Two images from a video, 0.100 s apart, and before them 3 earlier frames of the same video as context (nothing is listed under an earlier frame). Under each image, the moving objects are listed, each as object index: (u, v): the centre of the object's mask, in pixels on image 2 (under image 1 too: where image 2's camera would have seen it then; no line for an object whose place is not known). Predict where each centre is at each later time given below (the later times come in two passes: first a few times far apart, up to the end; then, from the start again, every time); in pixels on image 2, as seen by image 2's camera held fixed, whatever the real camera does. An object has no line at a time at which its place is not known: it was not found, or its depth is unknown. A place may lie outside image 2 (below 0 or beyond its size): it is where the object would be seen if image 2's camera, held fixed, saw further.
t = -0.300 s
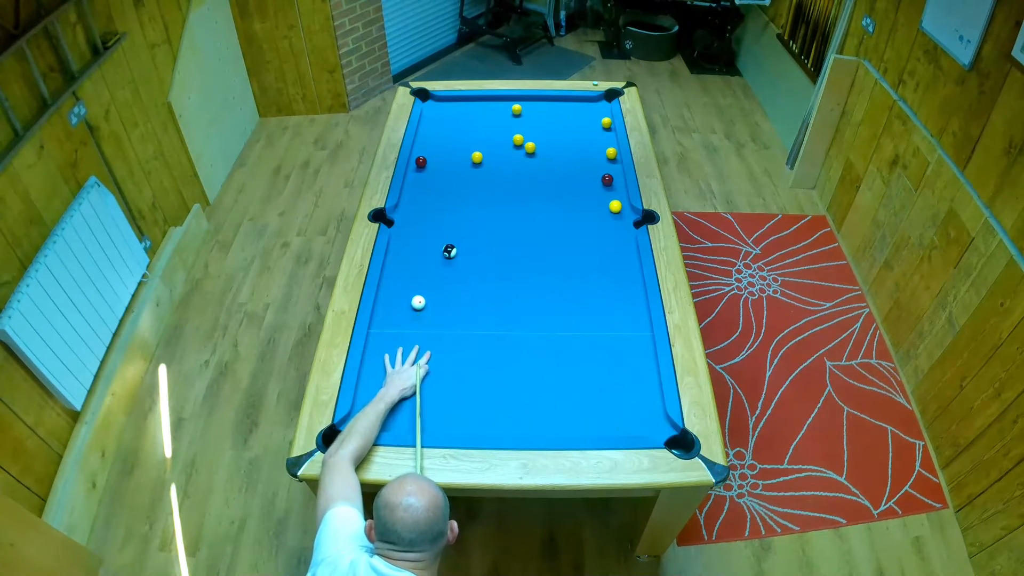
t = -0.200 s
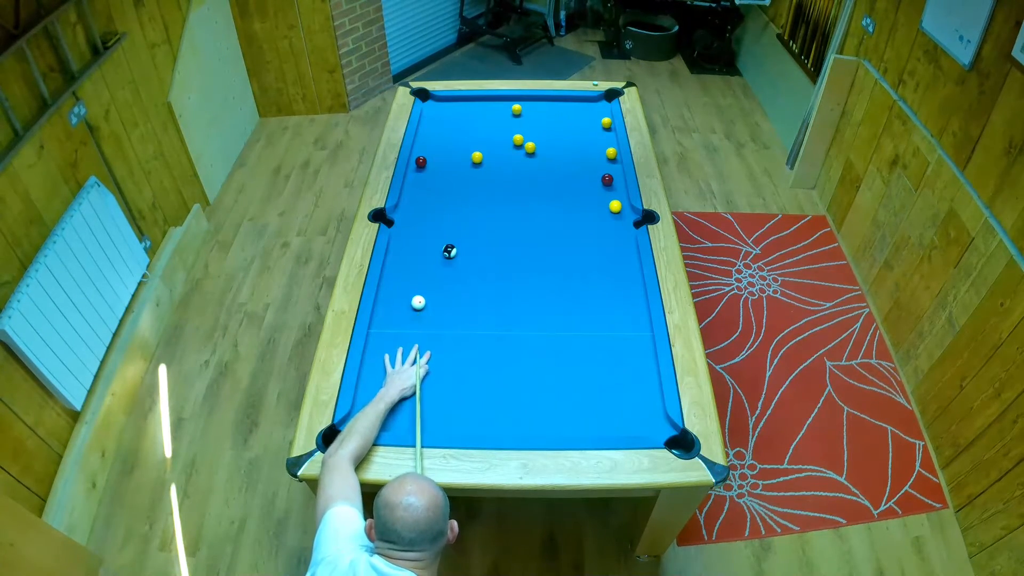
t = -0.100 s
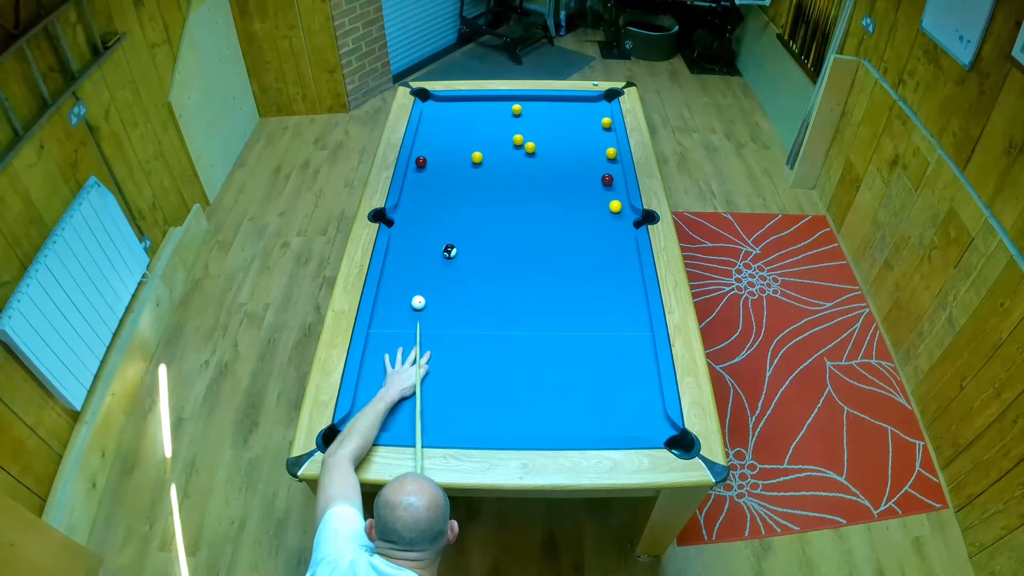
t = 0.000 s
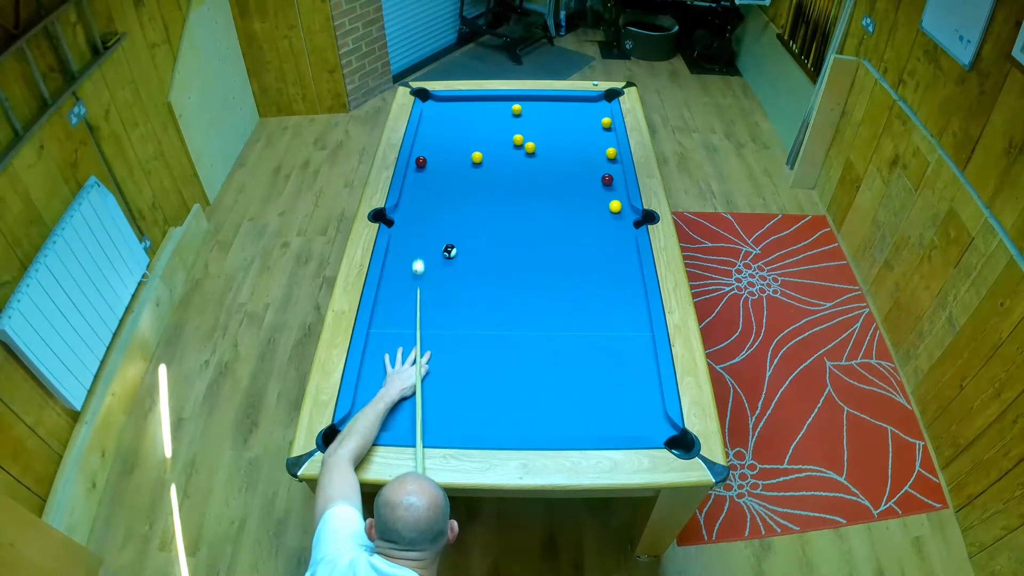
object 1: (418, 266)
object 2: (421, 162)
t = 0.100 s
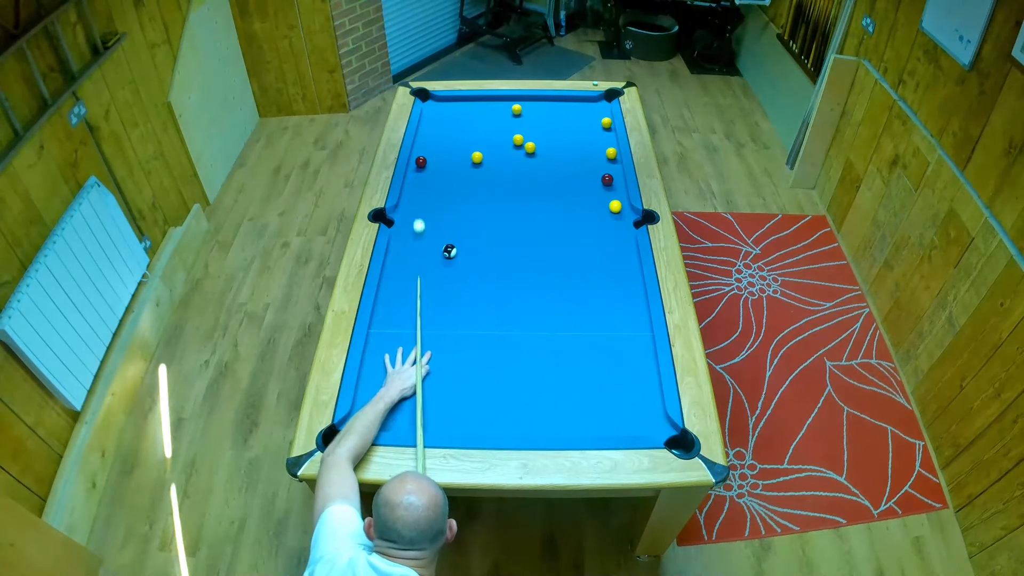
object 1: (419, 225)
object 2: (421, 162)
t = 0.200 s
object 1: (419, 193)
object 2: (421, 162)
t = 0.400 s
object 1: (417, 170)
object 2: (424, 143)
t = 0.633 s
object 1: (411, 171)
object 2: (429, 114)
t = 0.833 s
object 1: (412, 173)
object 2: (424, 98)
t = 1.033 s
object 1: (413, 174)
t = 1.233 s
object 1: (414, 174)
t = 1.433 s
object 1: (415, 174)
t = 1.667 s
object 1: (415, 174)
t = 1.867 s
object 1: (415, 174)
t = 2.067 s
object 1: (415, 174)
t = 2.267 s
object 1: (415, 174)
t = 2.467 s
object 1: (415, 174)
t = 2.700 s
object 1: (415, 174)
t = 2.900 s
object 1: (415, 174)
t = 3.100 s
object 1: (415, 174)
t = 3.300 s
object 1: (415, 174)
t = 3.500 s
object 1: (415, 174)
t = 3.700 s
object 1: (415, 174)
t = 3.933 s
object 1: (415, 174)
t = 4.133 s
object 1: (415, 174)
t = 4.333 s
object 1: (415, 174)
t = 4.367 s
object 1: (415, 174)
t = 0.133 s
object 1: (419, 214)
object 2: (421, 162)
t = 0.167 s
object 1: (419, 203)
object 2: (421, 162)
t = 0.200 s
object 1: (419, 193)
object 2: (421, 162)
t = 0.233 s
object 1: (419, 184)
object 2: (421, 162)
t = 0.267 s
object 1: (420, 175)
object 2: (421, 162)
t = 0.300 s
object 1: (420, 169)
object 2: (421, 160)
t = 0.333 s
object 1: (419, 169)
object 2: (422, 155)
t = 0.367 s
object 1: (418, 169)
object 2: (423, 149)
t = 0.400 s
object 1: (417, 170)
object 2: (424, 143)
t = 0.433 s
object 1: (416, 170)
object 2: (425, 138)
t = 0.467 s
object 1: (415, 170)
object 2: (426, 133)
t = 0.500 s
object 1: (414, 170)
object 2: (426, 129)
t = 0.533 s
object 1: (413, 171)
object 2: (427, 125)
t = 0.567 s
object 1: (413, 171)
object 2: (428, 121)
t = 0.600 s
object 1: (412, 171)
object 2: (428, 117)
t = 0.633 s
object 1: (411, 171)
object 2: (429, 114)
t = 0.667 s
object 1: (411, 172)
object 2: (430, 110)
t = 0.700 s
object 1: (411, 172)
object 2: (431, 107)
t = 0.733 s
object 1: (411, 172)
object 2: (431, 103)
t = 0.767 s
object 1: (411, 172)
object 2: (431, 99)
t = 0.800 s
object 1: (412, 173)
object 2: (430, 98)
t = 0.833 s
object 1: (412, 173)
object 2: (424, 98)
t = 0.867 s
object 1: (412, 173)
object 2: (424, 97)
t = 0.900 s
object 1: (412, 173)
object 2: (425, 97)
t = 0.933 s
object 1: (413, 173)
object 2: (425, 96)
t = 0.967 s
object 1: (413, 173)
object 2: (424, 97)
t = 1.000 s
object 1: (413, 173)
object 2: (423, 97)
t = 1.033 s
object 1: (413, 174)
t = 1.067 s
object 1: (414, 174)
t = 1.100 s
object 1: (414, 174)
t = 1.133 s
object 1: (414, 174)
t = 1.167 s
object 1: (414, 174)
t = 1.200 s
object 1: (414, 174)
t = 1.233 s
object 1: (414, 174)
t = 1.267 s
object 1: (414, 174)
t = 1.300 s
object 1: (414, 174)
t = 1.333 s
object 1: (415, 174)
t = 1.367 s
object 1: (415, 174)
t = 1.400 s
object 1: (415, 174)
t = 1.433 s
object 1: (415, 174)
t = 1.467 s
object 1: (415, 174)
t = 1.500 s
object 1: (415, 174)
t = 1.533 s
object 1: (415, 174)
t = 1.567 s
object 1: (415, 174)
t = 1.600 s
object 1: (415, 174)
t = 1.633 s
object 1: (415, 174)
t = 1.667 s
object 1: (415, 174)
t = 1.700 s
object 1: (415, 174)
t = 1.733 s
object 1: (415, 174)
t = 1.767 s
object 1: (415, 174)
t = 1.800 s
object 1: (415, 174)
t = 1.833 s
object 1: (415, 174)
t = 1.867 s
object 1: (415, 174)
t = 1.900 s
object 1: (415, 174)
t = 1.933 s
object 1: (415, 174)
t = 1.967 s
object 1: (415, 174)
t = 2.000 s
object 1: (415, 174)
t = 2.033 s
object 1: (415, 174)
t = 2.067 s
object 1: (415, 174)
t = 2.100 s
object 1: (415, 174)
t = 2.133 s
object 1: (415, 174)
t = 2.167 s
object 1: (415, 174)
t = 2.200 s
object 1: (415, 174)
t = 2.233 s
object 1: (415, 174)
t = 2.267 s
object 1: (415, 174)
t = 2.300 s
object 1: (415, 174)
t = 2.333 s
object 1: (415, 174)
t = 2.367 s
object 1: (415, 174)
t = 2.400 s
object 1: (415, 174)
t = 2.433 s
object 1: (415, 174)
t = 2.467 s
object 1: (415, 174)
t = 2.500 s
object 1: (415, 174)
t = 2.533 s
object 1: (415, 174)
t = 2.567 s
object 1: (415, 174)
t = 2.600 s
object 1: (415, 174)
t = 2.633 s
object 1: (415, 174)
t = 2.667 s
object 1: (415, 174)
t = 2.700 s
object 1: (415, 174)
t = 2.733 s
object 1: (415, 174)
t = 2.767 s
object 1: (415, 174)
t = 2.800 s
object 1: (415, 174)
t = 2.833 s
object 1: (415, 174)
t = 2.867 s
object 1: (415, 174)
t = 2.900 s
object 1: (415, 174)
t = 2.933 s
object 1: (415, 174)
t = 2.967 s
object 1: (415, 174)
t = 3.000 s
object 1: (415, 174)
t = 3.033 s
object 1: (415, 174)
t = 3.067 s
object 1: (415, 174)
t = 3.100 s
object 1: (415, 174)
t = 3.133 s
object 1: (415, 174)
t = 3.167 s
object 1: (415, 174)
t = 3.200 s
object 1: (415, 174)
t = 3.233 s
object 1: (415, 174)
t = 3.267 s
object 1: (415, 174)
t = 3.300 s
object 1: (415, 174)
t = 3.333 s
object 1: (415, 174)
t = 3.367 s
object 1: (415, 174)
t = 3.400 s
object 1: (415, 174)
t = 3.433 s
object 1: (415, 174)
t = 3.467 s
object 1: (415, 174)
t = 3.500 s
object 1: (415, 174)
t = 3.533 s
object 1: (415, 174)
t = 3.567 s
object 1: (415, 174)
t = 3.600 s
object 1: (415, 174)
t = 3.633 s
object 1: (415, 174)
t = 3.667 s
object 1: (415, 174)
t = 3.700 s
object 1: (415, 174)
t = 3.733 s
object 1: (415, 174)
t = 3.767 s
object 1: (415, 174)
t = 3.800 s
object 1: (415, 174)
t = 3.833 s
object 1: (415, 174)
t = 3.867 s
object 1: (415, 174)
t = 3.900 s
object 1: (415, 174)
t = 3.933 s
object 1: (415, 174)
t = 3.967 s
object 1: (415, 174)
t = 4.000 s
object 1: (415, 174)
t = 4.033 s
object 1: (415, 174)
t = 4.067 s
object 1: (415, 174)
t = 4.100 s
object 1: (415, 174)
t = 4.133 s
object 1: (415, 174)
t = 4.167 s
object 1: (415, 174)
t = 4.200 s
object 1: (415, 174)
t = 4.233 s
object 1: (415, 174)
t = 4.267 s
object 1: (415, 174)
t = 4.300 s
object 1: (415, 174)
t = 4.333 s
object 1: (415, 174)
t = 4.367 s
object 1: (415, 174)
